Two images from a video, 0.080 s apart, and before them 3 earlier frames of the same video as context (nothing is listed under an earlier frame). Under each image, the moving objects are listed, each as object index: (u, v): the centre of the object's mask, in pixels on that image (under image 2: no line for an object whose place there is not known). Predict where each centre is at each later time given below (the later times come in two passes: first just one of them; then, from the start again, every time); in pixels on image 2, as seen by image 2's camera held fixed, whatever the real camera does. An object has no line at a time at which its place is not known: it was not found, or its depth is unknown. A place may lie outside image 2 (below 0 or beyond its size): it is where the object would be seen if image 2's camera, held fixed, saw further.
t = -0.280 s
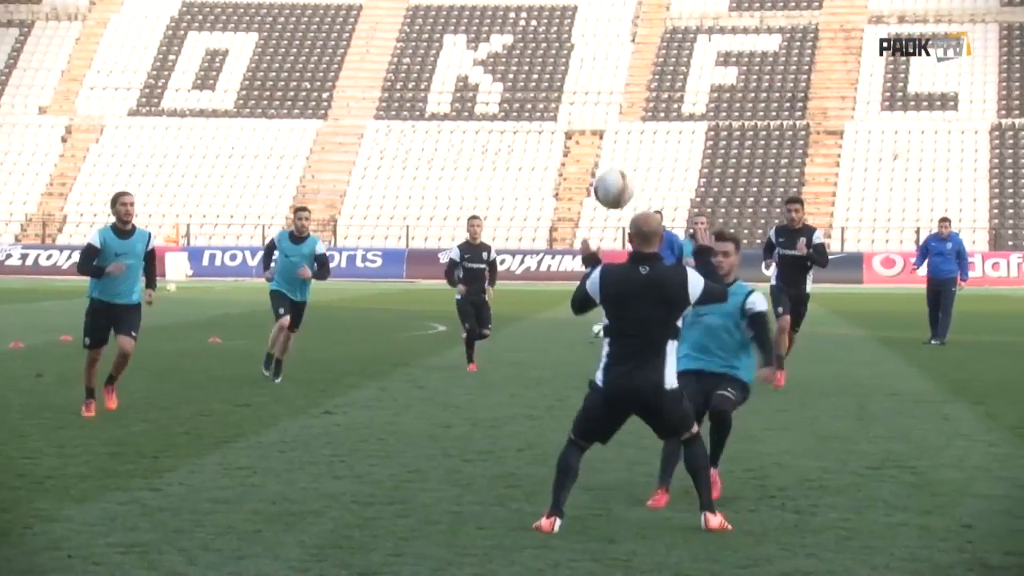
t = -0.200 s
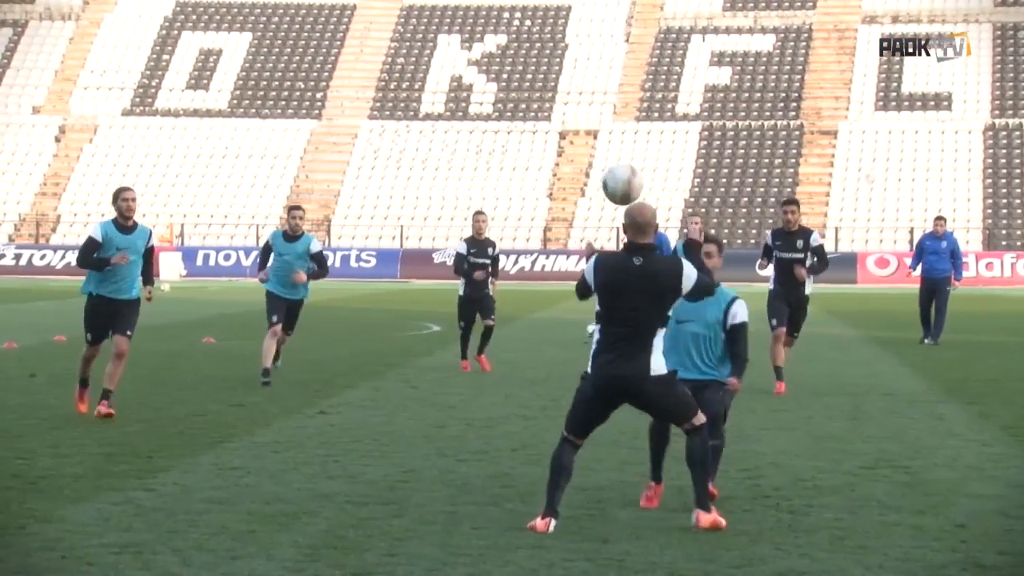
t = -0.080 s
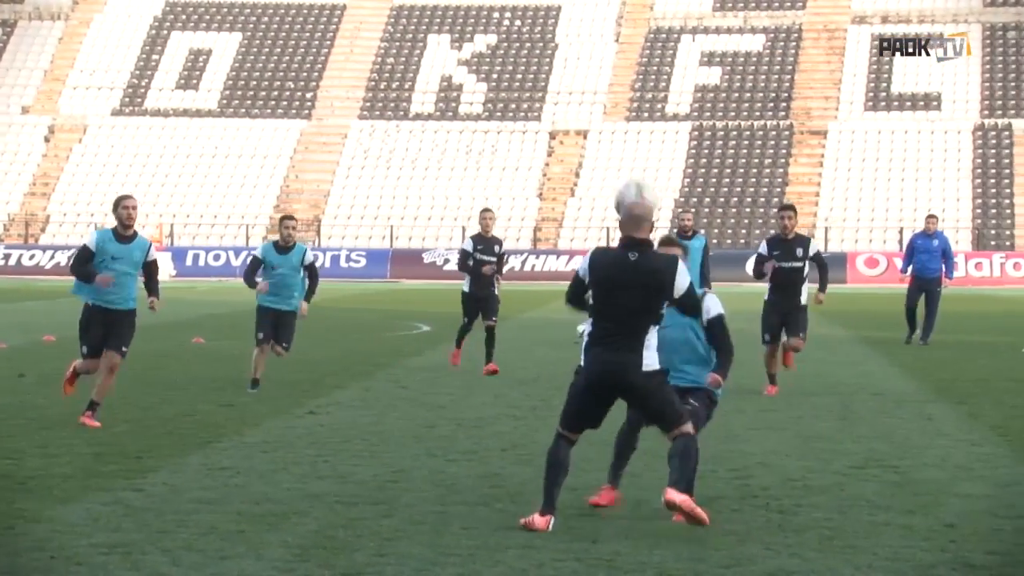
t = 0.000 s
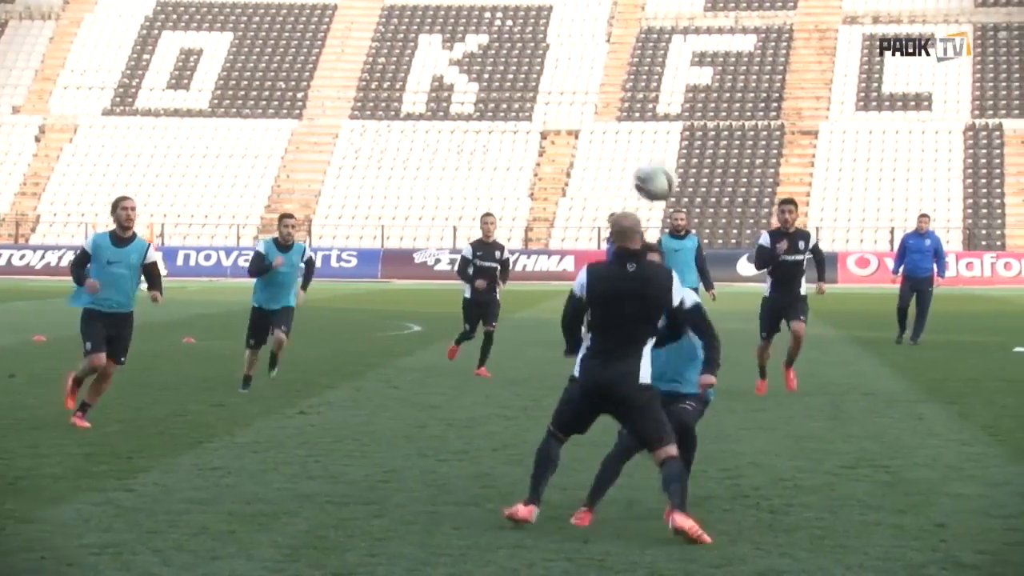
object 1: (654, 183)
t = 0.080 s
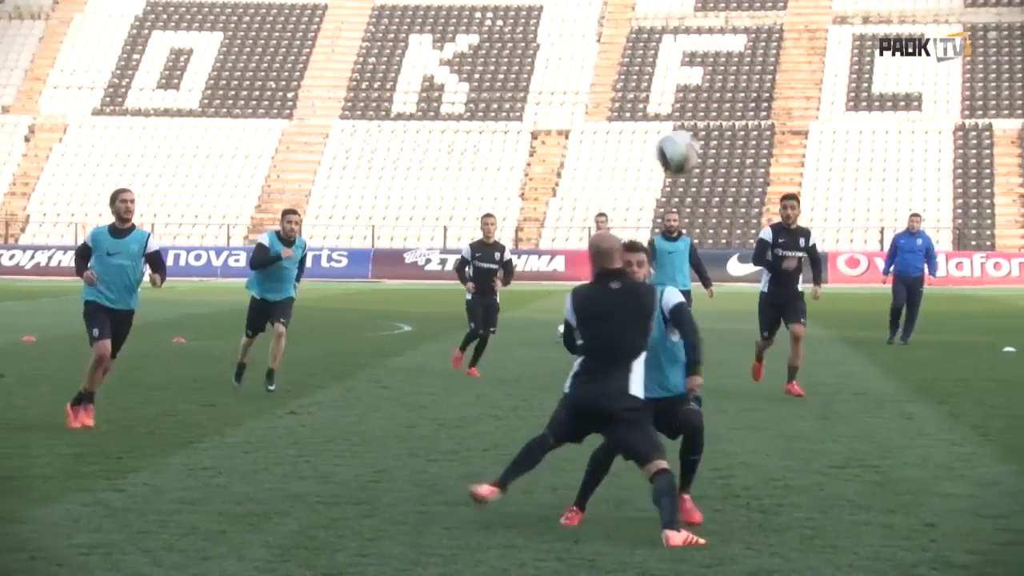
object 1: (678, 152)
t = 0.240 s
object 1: (727, 129)
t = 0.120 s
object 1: (690, 142)
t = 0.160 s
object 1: (703, 134)
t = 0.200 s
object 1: (715, 129)
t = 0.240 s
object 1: (727, 129)
